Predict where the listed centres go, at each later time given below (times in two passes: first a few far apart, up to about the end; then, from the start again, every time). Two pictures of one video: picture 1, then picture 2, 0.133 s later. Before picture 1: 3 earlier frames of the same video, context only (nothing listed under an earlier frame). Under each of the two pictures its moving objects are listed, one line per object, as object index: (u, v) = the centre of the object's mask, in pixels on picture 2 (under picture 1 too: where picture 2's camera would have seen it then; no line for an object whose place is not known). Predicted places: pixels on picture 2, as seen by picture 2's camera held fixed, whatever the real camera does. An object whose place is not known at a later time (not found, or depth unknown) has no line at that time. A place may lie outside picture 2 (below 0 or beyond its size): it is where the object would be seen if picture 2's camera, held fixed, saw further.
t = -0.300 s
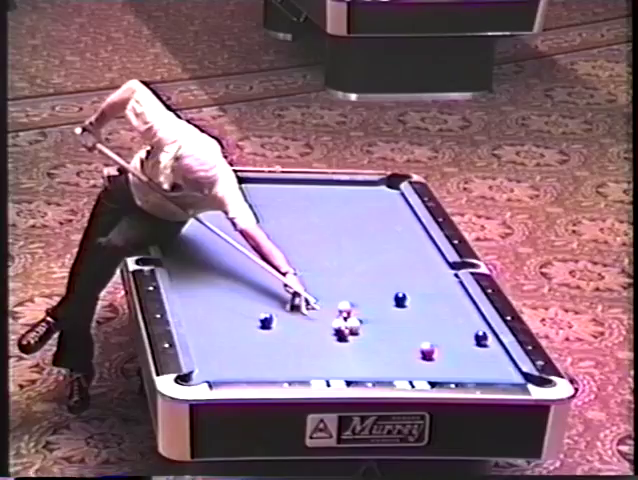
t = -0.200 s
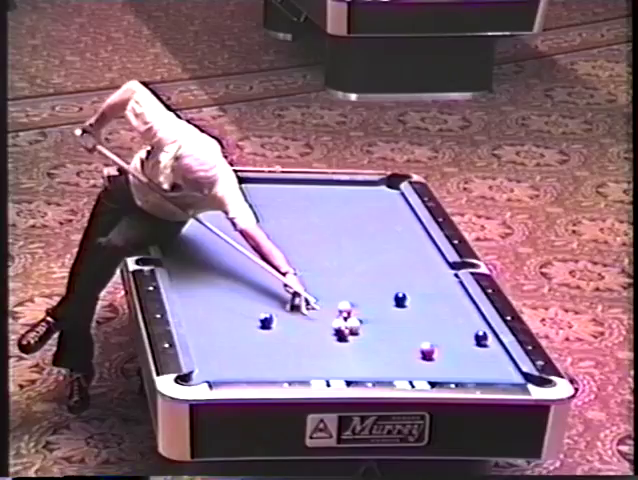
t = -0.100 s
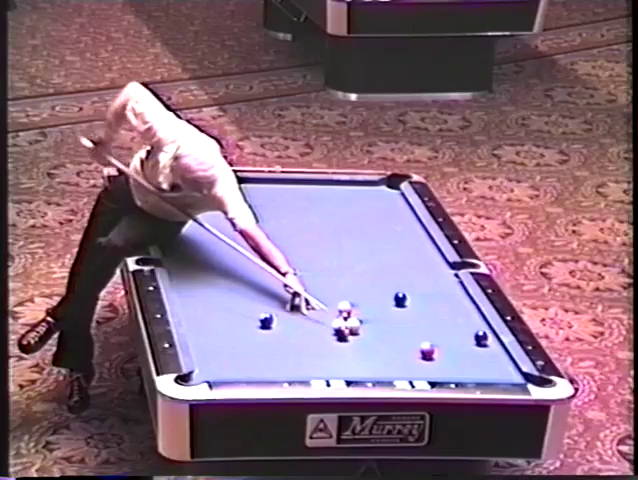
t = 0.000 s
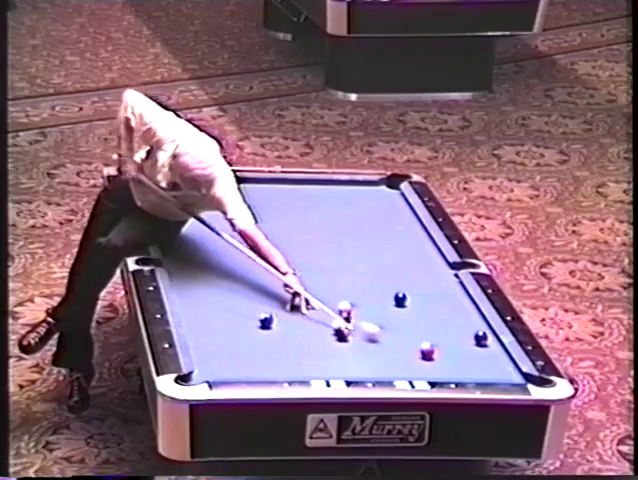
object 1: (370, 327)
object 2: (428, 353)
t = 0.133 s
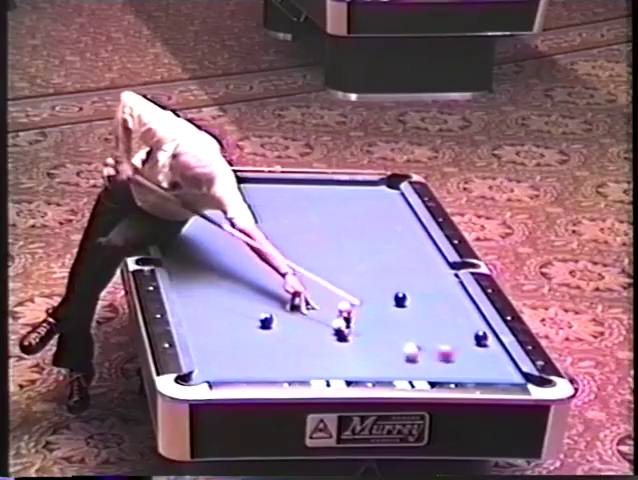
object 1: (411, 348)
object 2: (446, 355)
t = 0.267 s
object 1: (406, 363)
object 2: (500, 362)
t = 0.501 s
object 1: (384, 369)
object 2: (467, 363)
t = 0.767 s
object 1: (343, 360)
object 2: (419, 365)
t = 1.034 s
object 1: (304, 349)
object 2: (374, 367)
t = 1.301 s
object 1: (268, 341)
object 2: (329, 370)
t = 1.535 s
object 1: (238, 332)
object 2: (291, 371)
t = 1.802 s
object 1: (204, 323)
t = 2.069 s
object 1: (193, 315)
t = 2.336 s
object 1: (207, 307)
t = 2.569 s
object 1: (219, 301)
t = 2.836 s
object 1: (232, 296)
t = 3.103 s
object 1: (243, 290)
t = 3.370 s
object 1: (254, 284)
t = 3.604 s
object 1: (262, 280)
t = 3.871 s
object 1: (270, 276)
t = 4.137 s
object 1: (278, 272)
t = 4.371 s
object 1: (284, 269)
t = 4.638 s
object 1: (289, 265)
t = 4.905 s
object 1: (294, 262)
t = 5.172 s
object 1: (299, 260)
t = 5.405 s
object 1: (301, 257)
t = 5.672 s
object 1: (304, 255)
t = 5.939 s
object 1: (305, 253)
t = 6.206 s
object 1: (307, 252)
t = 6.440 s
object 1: (308, 251)
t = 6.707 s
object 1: (309, 250)
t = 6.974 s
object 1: (309, 249)
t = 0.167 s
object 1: (409, 352)
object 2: (461, 357)
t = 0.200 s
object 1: (408, 355)
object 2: (475, 359)
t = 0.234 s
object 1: (407, 358)
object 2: (489, 360)
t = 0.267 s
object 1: (406, 363)
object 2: (500, 362)
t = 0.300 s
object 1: (404, 366)
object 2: (506, 362)
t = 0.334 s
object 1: (403, 368)
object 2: (499, 363)
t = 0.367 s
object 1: (401, 370)
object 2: (492, 363)
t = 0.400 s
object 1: (400, 372)
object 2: (485, 363)
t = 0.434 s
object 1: (395, 371)
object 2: (479, 363)
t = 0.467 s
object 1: (389, 370)
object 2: (472, 363)
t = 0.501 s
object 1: (384, 369)
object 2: (467, 363)
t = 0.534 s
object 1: (378, 367)
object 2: (461, 364)
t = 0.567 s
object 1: (373, 367)
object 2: (455, 364)
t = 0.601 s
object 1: (368, 366)
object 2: (449, 364)
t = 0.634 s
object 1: (363, 366)
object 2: (443, 365)
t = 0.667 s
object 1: (358, 364)
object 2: (437, 365)
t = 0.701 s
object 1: (353, 363)
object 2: (431, 365)
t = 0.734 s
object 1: (348, 361)
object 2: (425, 365)
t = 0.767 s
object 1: (343, 360)
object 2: (419, 365)
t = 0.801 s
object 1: (338, 359)
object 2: (413, 366)
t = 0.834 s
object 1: (333, 358)
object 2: (408, 366)
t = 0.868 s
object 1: (328, 356)
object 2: (402, 366)
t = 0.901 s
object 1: (323, 355)
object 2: (397, 366)
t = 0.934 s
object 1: (319, 354)
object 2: (391, 367)
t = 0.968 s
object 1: (314, 353)
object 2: (385, 367)
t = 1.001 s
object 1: (309, 351)
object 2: (379, 367)
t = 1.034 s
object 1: (304, 349)
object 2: (374, 367)
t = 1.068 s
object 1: (299, 348)
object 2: (368, 368)
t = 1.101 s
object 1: (294, 347)
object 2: (362, 368)
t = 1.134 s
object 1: (290, 346)
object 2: (357, 369)
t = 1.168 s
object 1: (286, 345)
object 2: (351, 369)
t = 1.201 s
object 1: (281, 344)
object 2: (346, 369)
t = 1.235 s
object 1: (277, 342)
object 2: (340, 369)
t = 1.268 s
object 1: (272, 342)
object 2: (334, 369)
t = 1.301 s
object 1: (268, 341)
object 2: (329, 370)
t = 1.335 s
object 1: (263, 339)
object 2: (324, 370)
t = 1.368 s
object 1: (259, 337)
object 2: (318, 370)
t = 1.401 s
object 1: (255, 337)
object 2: (313, 370)
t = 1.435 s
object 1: (251, 336)
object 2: (307, 370)
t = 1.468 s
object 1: (246, 334)
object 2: (302, 370)
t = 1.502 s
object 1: (242, 333)
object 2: (296, 370)
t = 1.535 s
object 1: (238, 332)
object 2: (291, 371)
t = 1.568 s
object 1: (233, 331)
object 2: (285, 371)
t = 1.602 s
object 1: (229, 330)
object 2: (280, 371)
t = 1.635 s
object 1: (225, 328)
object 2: (275, 371)
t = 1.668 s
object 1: (221, 328)
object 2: (270, 371)
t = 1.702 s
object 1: (217, 326)
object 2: (264, 371)
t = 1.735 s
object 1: (212, 325)
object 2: (259, 372)
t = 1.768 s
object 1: (209, 325)
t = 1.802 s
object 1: (204, 323)
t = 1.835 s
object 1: (200, 323)
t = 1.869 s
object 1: (196, 321)
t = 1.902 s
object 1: (193, 321)
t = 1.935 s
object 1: (189, 319)
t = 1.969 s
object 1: (188, 318)
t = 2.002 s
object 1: (189, 317)
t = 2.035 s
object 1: (190, 316)
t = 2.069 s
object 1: (193, 315)
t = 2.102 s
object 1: (194, 314)
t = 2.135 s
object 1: (196, 313)
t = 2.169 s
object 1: (198, 312)
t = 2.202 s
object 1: (200, 311)
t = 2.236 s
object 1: (202, 311)
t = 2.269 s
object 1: (204, 309)
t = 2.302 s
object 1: (206, 308)
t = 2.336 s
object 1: (207, 307)
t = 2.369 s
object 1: (209, 306)
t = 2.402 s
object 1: (211, 306)
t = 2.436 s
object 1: (213, 304)
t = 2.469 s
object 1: (214, 304)
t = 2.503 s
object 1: (216, 303)
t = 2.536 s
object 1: (217, 302)
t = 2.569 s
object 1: (219, 301)
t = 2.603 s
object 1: (221, 301)
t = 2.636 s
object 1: (222, 300)
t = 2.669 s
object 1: (224, 299)
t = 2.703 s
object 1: (226, 299)
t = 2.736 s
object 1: (227, 298)
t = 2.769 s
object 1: (229, 297)
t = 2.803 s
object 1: (230, 296)
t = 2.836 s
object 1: (232, 296)
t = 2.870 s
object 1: (233, 295)
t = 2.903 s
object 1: (235, 294)
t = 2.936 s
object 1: (237, 293)
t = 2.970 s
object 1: (238, 292)
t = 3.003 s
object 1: (239, 292)
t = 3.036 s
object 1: (241, 291)
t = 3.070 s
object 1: (242, 290)
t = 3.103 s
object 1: (243, 290)
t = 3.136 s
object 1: (245, 289)
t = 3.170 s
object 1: (246, 288)
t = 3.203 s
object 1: (247, 288)
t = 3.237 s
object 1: (249, 286)
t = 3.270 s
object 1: (250, 286)
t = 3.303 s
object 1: (251, 285)
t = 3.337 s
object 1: (252, 285)
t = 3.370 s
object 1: (254, 284)
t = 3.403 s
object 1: (255, 284)
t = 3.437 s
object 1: (256, 283)
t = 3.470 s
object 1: (257, 282)
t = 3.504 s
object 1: (258, 282)
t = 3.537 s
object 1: (259, 281)
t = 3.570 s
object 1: (261, 280)
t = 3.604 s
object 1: (262, 280)
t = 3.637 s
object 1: (262, 279)
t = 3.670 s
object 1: (264, 279)
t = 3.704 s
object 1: (265, 278)
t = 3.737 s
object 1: (266, 278)
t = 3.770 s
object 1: (267, 277)
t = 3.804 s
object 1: (268, 277)
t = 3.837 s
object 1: (270, 276)
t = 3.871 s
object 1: (270, 276)
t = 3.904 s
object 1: (271, 275)
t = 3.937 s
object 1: (272, 275)
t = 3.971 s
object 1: (273, 274)
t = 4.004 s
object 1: (274, 274)
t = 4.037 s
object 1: (275, 273)
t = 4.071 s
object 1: (276, 273)
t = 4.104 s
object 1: (277, 272)
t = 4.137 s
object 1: (278, 272)
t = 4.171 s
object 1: (278, 271)
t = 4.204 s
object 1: (280, 270)
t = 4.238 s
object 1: (281, 270)
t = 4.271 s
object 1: (281, 270)
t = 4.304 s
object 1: (282, 270)
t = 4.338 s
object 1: (283, 269)
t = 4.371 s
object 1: (284, 269)
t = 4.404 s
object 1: (285, 268)
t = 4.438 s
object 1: (285, 268)
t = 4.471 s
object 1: (286, 267)
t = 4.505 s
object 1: (287, 267)
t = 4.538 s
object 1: (287, 266)
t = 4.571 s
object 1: (288, 266)
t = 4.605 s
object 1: (289, 266)
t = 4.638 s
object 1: (289, 265)
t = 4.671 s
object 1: (290, 265)
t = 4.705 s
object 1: (291, 264)
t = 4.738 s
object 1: (291, 264)
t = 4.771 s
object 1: (292, 264)
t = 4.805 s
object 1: (292, 264)
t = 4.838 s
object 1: (293, 263)
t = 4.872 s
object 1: (294, 262)
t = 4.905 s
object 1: (294, 262)
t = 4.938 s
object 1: (295, 262)
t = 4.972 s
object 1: (295, 262)
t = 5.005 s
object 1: (296, 261)
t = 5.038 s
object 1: (297, 261)
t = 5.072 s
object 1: (297, 261)
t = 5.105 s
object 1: (298, 260)
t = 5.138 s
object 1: (298, 260)
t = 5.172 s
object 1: (299, 260)
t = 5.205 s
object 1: (299, 259)
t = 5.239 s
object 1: (300, 259)
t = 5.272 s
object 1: (300, 259)
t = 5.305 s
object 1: (300, 258)
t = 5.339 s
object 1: (301, 258)
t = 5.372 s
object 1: (301, 257)
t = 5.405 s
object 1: (301, 257)
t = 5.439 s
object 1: (302, 257)
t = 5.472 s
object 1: (302, 256)
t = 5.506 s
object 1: (302, 256)
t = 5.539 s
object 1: (303, 256)
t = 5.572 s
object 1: (303, 256)
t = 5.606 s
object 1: (303, 256)
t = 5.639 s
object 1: (303, 256)
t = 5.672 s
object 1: (304, 255)
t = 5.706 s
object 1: (304, 255)
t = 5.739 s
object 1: (304, 255)
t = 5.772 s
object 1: (305, 254)
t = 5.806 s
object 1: (305, 254)
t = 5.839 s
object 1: (305, 254)
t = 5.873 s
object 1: (305, 254)
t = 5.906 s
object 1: (305, 253)
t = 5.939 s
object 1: (305, 253)
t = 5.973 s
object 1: (306, 253)
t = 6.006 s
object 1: (306, 253)
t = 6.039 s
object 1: (306, 252)
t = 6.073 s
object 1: (306, 252)
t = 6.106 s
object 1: (306, 252)
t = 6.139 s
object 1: (307, 252)
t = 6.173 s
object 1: (307, 252)
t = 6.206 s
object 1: (307, 252)
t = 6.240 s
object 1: (307, 252)
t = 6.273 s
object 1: (307, 251)
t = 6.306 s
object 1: (307, 251)
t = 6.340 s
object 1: (307, 251)
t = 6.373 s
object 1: (307, 251)
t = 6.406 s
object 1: (308, 251)
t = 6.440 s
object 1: (308, 251)
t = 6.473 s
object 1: (308, 251)
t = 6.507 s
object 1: (308, 250)
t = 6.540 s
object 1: (308, 250)
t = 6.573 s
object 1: (308, 250)
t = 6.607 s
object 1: (308, 250)
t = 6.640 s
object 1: (308, 250)
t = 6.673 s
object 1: (309, 250)
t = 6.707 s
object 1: (309, 250)
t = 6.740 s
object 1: (309, 250)
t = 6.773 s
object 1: (309, 250)
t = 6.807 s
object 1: (309, 250)
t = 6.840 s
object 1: (309, 250)
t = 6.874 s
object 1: (309, 250)
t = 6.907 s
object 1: (309, 250)
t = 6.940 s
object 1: (309, 249)
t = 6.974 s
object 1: (309, 249)
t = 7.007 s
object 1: (309, 249)
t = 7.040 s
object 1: (309, 249)
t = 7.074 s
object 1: (309, 249)
